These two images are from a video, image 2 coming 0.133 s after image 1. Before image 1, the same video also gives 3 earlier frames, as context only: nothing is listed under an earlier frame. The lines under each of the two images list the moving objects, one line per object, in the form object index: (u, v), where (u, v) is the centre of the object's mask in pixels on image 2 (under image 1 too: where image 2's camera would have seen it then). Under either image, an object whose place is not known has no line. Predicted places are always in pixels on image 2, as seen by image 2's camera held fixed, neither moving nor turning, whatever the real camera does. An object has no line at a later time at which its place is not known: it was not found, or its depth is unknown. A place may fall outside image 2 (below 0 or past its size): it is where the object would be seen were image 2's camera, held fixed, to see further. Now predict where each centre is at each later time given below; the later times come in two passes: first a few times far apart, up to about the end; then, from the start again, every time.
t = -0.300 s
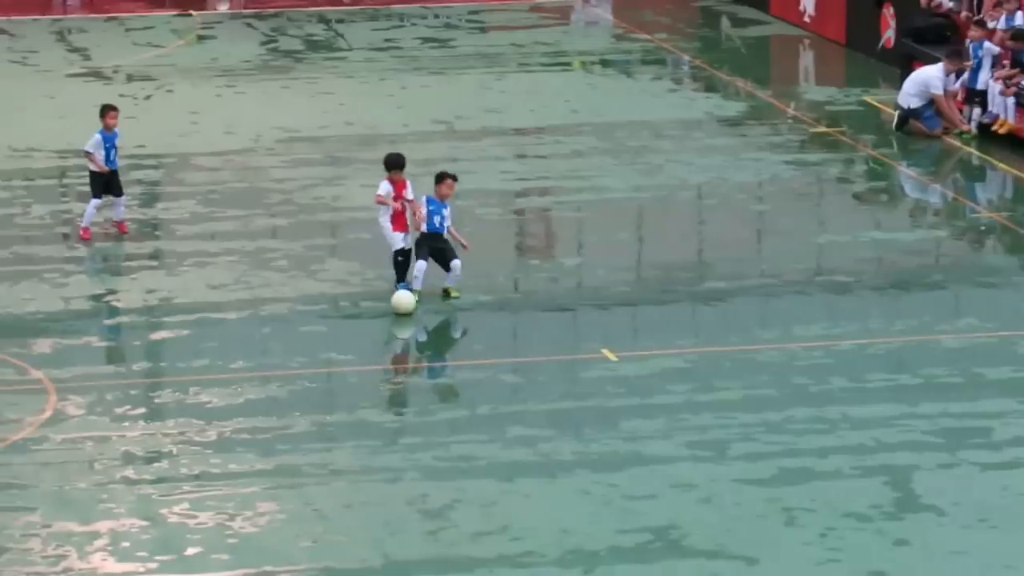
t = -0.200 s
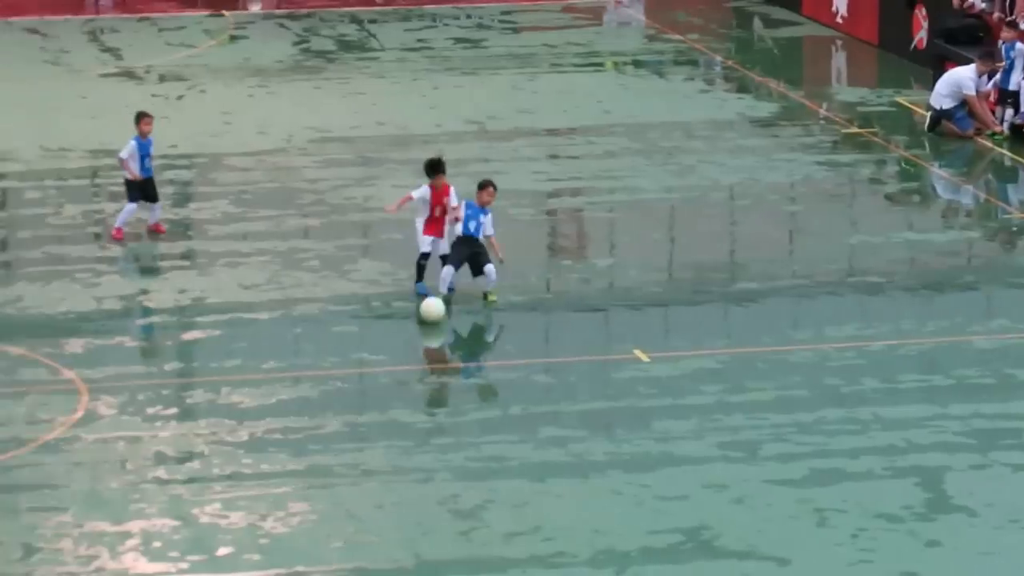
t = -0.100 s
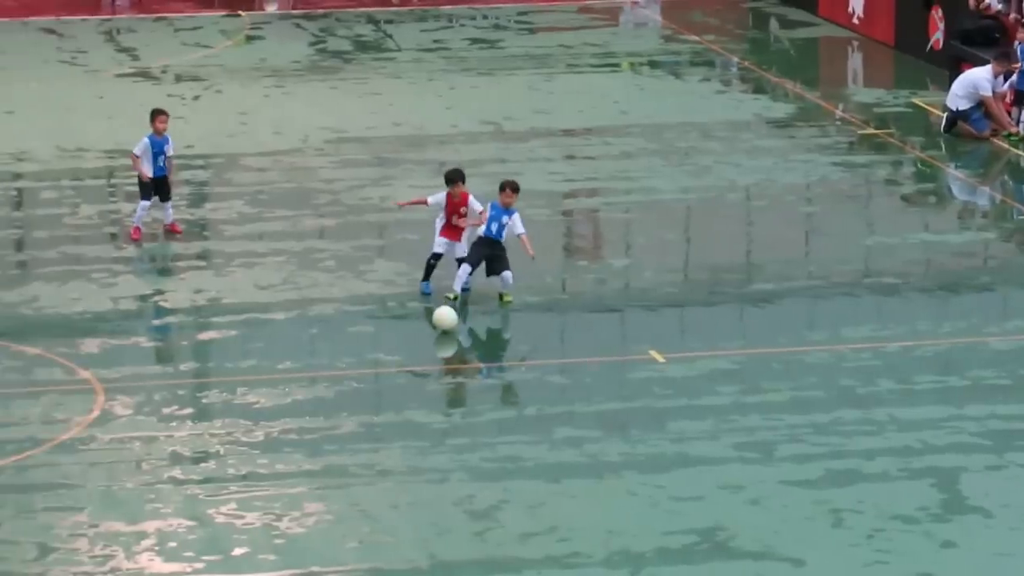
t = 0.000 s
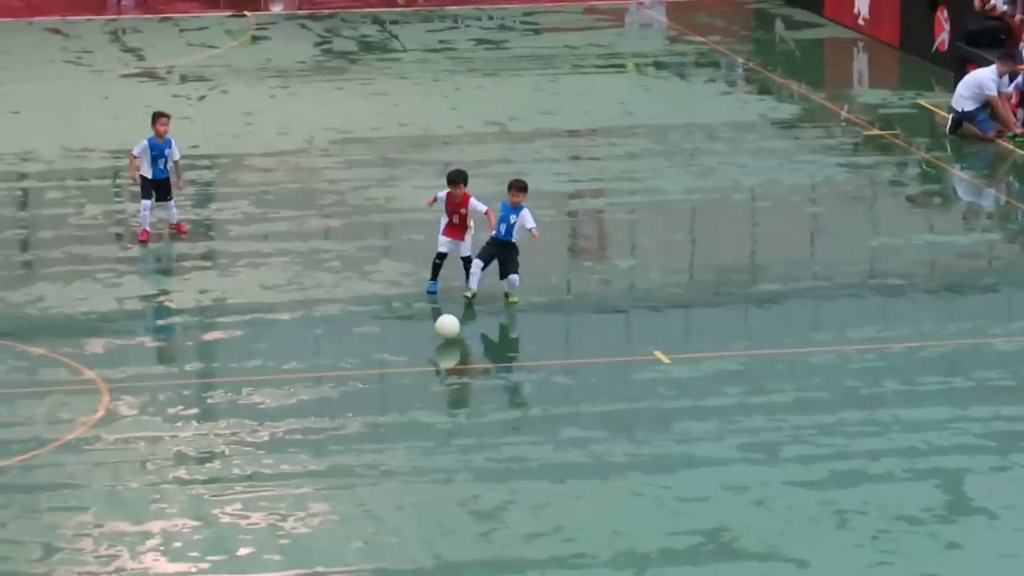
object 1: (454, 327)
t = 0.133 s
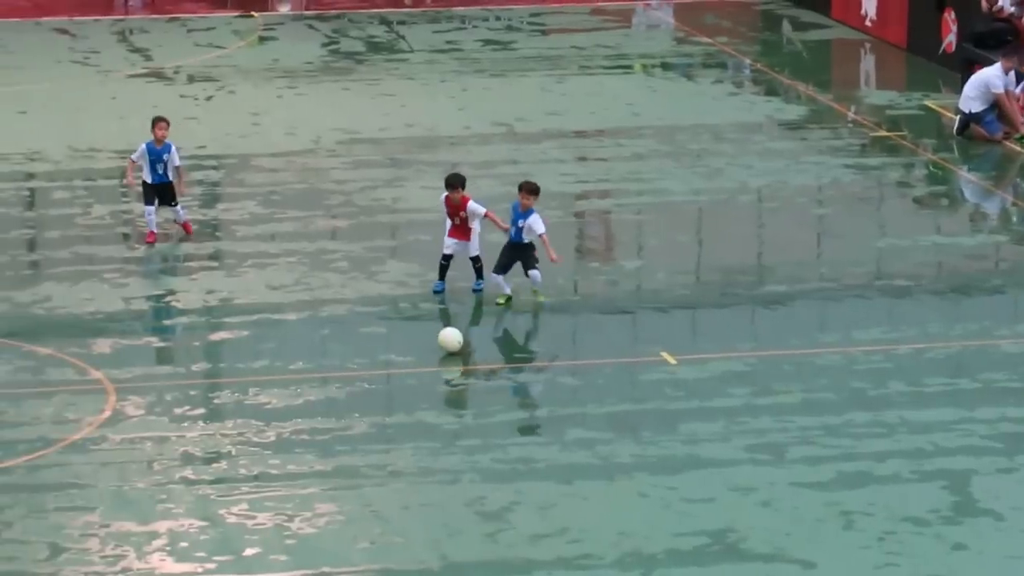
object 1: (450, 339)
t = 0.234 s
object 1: (448, 349)
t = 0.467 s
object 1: (440, 369)
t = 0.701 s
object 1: (432, 391)
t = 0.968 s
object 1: (423, 417)
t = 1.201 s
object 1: (413, 440)
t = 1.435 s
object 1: (402, 464)
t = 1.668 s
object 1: (390, 488)
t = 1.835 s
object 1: (380, 505)
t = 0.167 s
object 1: (449, 342)
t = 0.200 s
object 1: (449, 345)
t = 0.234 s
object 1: (448, 349)
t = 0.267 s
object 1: (446, 352)
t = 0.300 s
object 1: (445, 356)
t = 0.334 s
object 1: (444, 357)
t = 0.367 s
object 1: (443, 360)
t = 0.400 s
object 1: (442, 364)
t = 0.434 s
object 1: (441, 366)
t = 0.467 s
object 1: (440, 369)
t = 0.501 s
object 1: (438, 373)
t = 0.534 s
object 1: (437, 376)
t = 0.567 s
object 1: (437, 378)
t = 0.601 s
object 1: (435, 382)
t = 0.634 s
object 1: (434, 385)
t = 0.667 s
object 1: (433, 387)
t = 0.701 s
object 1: (432, 391)
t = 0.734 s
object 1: (431, 395)
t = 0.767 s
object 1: (429, 398)
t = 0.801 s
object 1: (429, 402)
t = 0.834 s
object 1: (427, 404)
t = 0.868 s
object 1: (426, 407)
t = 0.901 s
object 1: (425, 412)
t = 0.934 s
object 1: (423, 414)
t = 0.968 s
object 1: (423, 417)
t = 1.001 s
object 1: (421, 421)
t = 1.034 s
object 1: (420, 424)
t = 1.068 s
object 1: (418, 427)
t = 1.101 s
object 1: (417, 431)
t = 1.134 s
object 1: (415, 433)
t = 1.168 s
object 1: (414, 437)
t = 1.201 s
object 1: (413, 440)
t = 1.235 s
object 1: (411, 444)
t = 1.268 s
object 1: (410, 446)
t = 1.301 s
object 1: (408, 450)
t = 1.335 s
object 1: (406, 454)
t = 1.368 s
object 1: (405, 456)
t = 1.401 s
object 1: (403, 460)
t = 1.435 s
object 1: (402, 464)
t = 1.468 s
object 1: (400, 466)
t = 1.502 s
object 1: (398, 470)
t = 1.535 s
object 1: (396, 474)
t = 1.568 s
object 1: (394, 477)
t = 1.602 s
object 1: (393, 480)
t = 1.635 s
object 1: (392, 484)
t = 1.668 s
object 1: (390, 488)
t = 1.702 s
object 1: (387, 490)
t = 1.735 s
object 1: (386, 494)
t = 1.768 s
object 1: (383, 498)
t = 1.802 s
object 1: (382, 500)
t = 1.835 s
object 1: (380, 505)
